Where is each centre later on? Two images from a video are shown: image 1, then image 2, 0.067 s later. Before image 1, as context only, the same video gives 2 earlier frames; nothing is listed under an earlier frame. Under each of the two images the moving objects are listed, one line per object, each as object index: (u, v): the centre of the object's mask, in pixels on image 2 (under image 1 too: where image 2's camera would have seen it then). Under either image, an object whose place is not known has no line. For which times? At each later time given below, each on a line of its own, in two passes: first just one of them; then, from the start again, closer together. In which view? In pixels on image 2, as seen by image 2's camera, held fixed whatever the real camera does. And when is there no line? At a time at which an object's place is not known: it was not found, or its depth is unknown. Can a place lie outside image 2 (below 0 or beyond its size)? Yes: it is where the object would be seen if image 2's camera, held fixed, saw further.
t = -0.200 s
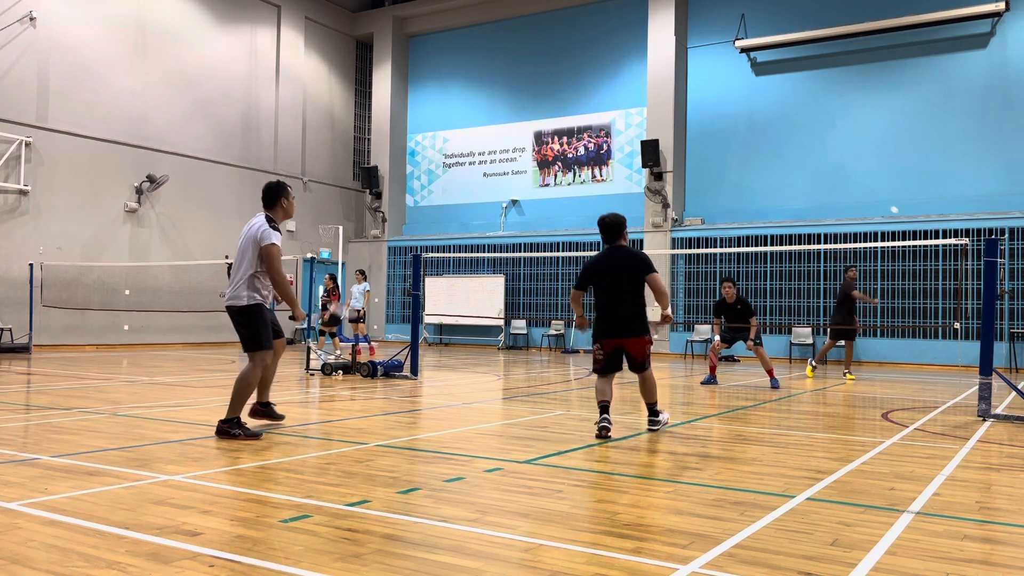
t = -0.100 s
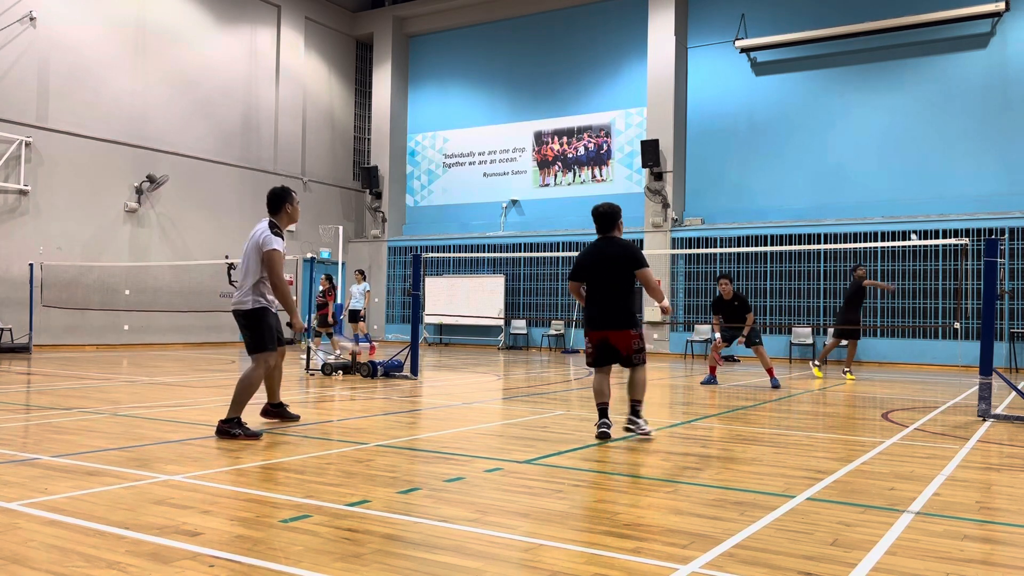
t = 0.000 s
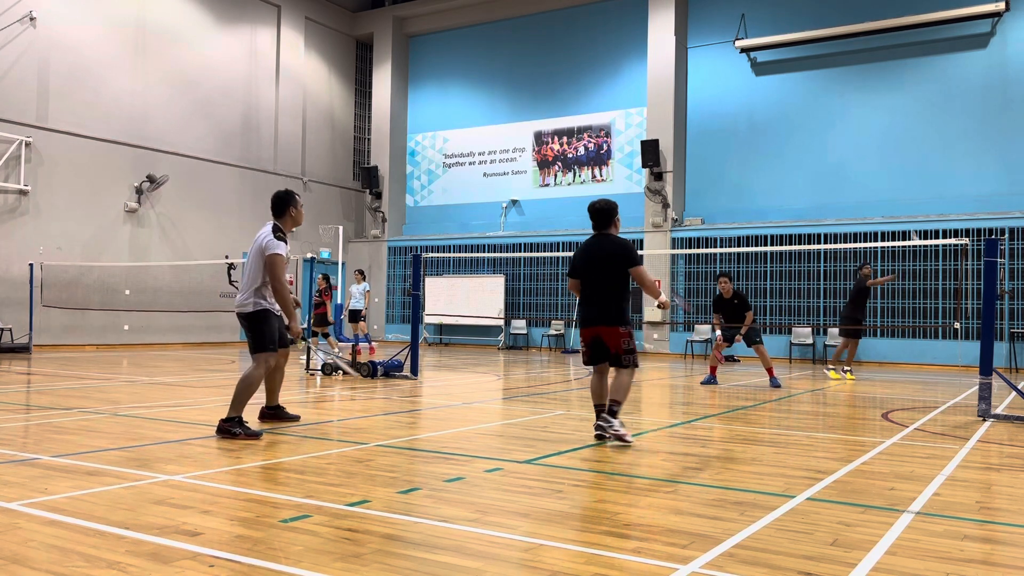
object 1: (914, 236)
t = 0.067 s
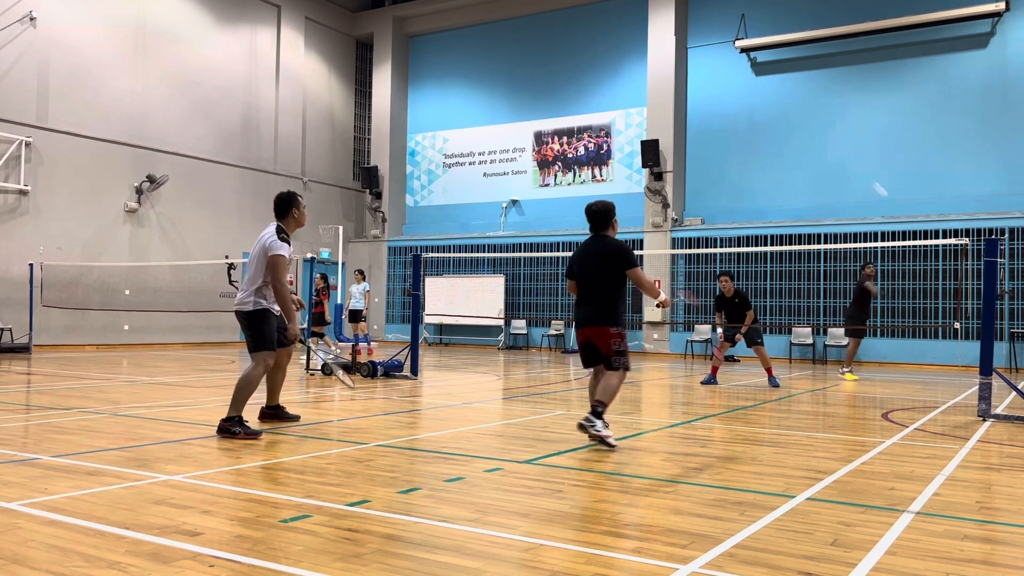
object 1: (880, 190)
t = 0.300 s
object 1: (780, 88)
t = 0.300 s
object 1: (780, 88)
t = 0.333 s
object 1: (767, 80)
